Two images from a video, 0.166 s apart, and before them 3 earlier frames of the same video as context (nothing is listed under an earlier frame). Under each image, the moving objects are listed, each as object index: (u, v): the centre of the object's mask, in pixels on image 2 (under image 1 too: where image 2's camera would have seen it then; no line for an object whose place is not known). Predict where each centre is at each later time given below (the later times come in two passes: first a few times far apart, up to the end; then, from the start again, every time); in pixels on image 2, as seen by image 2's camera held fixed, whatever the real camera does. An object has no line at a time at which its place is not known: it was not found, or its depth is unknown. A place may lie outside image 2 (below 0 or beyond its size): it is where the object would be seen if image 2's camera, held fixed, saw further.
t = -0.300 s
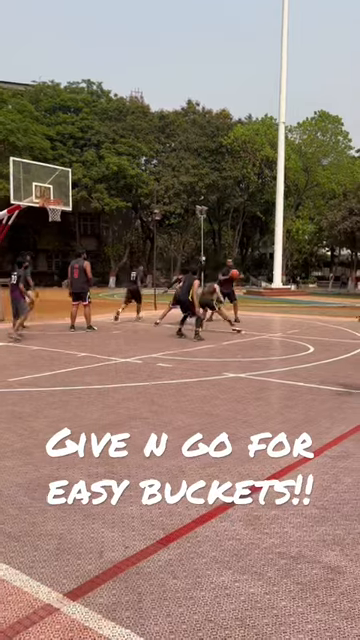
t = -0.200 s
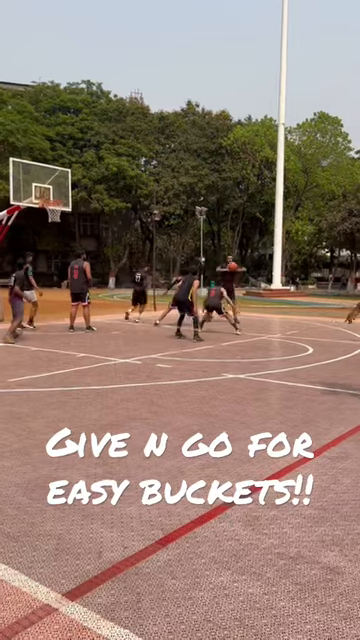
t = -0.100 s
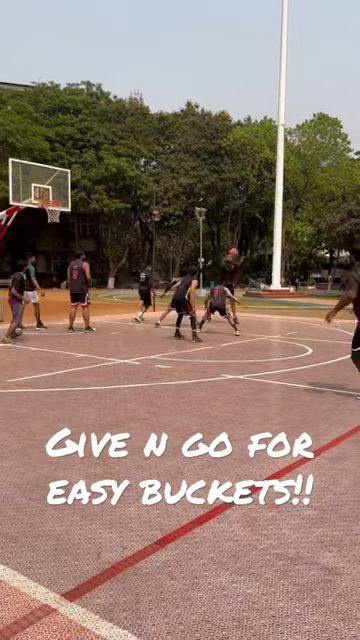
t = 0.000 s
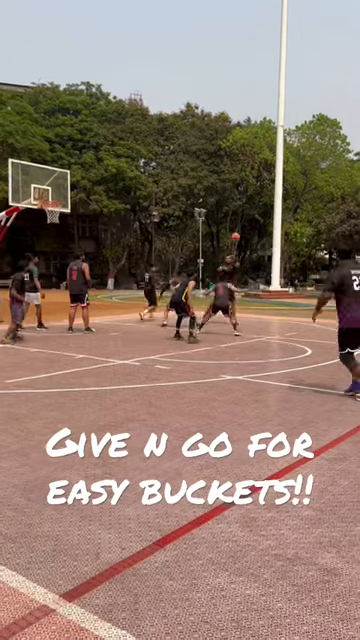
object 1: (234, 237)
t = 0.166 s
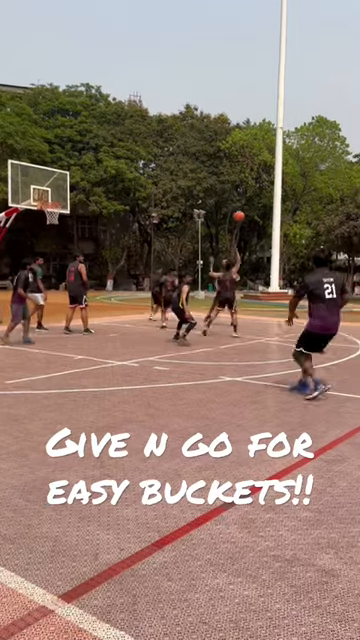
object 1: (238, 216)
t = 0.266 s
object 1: (241, 207)
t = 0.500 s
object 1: (250, 201)
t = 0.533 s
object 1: (251, 203)
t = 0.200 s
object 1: (239, 213)
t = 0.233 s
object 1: (241, 209)
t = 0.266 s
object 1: (241, 207)
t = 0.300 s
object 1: (242, 206)
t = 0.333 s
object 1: (244, 202)
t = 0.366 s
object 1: (245, 201)
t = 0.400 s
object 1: (246, 201)
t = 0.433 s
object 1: (247, 201)
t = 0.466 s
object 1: (248, 201)
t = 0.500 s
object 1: (250, 201)
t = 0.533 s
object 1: (251, 203)
